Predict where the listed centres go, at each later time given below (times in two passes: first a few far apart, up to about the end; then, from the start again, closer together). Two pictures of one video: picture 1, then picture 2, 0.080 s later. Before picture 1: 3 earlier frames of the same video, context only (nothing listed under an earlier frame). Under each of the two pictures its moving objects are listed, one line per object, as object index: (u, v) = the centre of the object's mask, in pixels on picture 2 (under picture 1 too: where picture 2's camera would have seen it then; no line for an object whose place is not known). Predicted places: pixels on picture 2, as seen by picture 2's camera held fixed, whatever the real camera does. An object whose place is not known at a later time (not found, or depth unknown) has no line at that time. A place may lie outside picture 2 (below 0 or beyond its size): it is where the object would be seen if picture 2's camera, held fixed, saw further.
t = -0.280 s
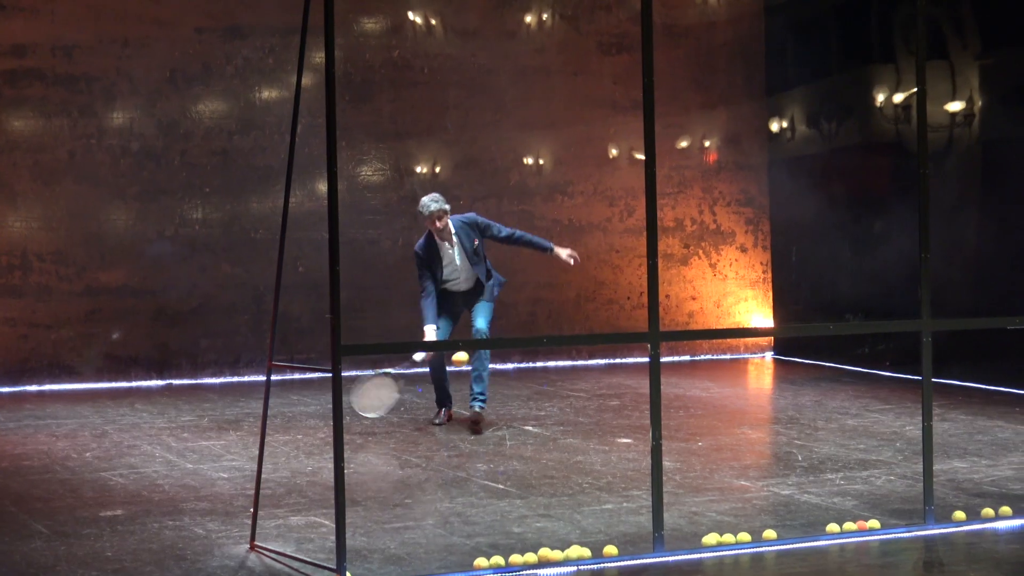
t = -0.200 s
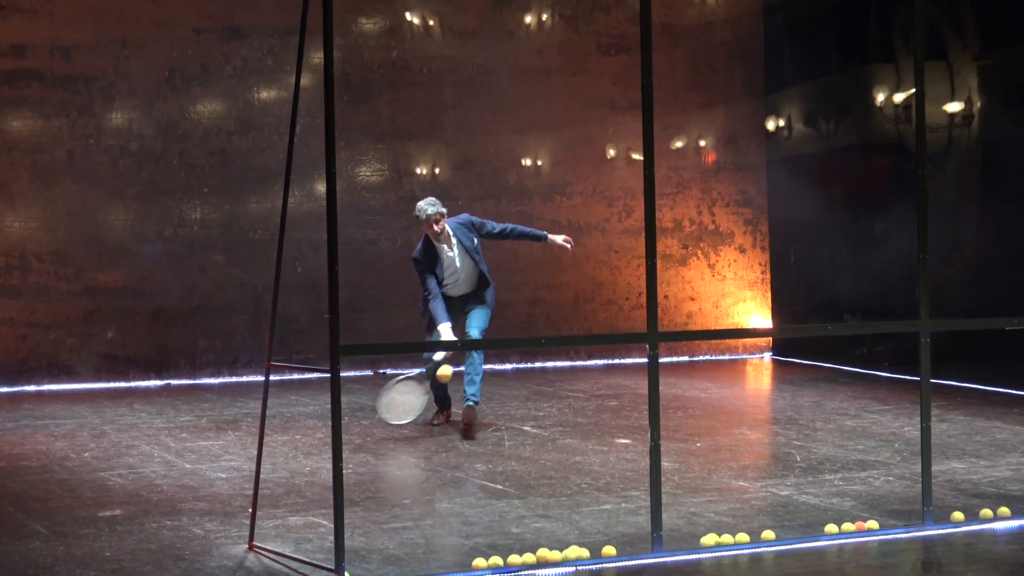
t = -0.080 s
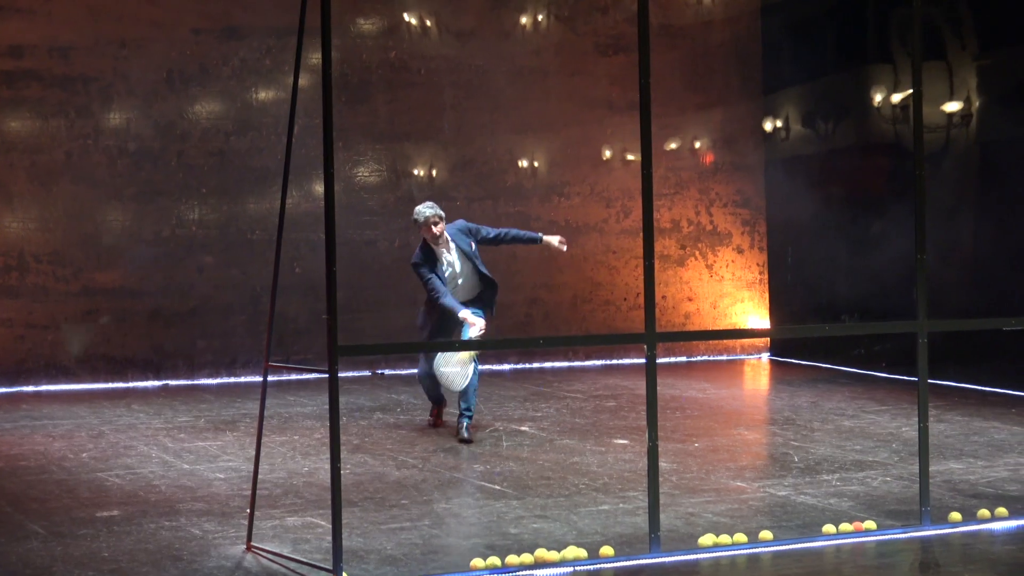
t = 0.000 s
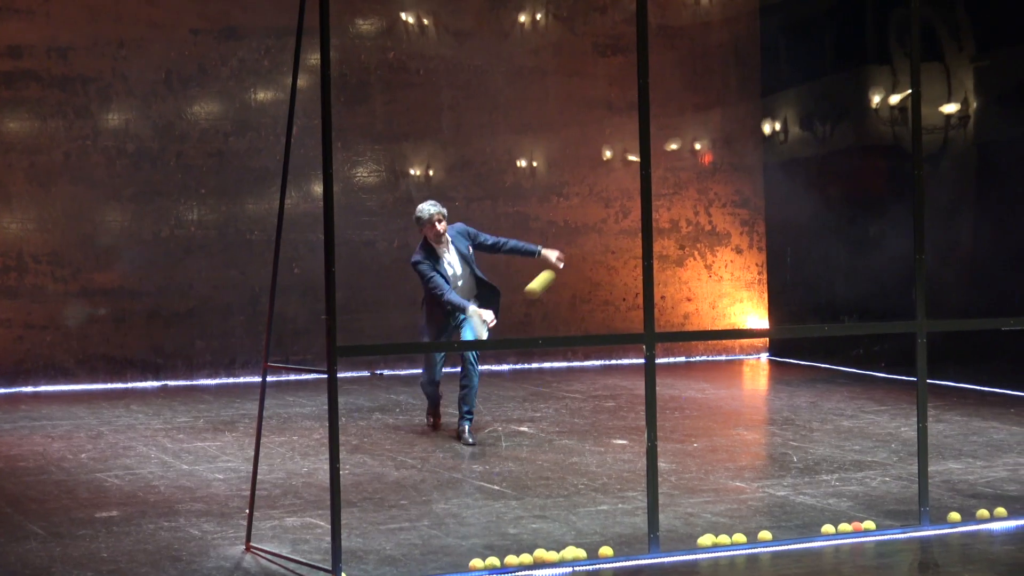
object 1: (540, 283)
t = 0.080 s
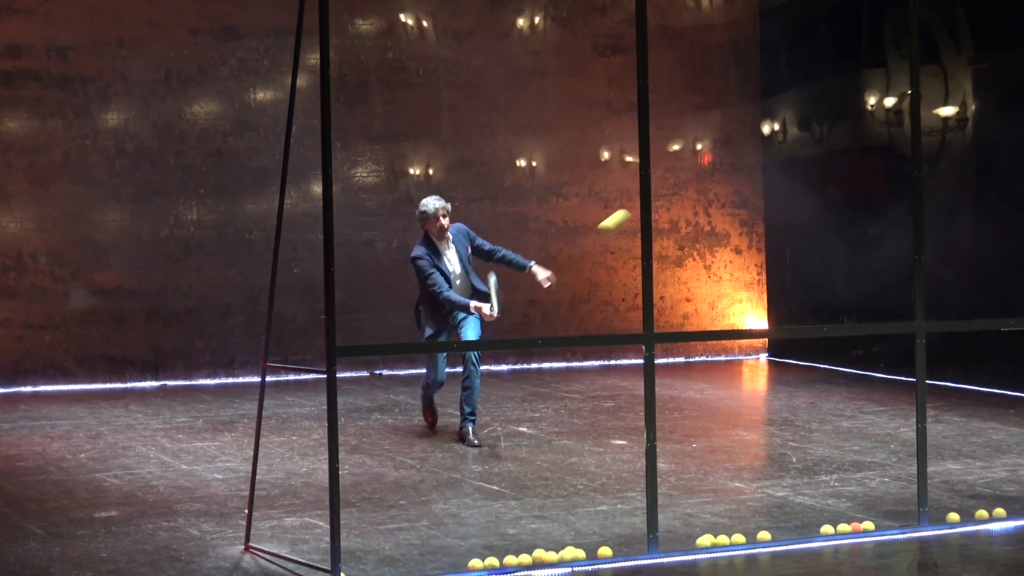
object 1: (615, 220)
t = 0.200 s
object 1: (738, 143)
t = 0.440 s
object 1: (718, 122)
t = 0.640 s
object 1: (634, 198)
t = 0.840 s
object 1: (574, 324)
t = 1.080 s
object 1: (529, 391)
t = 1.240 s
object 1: (515, 330)
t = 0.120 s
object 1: (660, 190)
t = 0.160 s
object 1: (695, 166)
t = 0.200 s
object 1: (738, 143)
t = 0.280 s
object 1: (798, 111)
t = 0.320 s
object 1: (775, 109)
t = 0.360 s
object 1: (755, 110)
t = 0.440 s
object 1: (718, 122)
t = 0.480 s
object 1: (700, 133)
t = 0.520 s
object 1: (683, 145)
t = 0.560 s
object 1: (667, 161)
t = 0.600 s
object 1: (655, 177)
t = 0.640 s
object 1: (634, 198)
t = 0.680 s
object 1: (623, 220)
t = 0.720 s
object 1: (610, 243)
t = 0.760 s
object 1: (597, 269)
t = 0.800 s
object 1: (585, 297)
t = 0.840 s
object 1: (574, 324)
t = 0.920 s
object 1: (554, 385)
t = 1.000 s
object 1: (537, 438)
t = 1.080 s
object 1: (529, 391)
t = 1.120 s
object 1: (525, 371)
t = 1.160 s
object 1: (522, 356)
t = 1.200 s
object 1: (517, 336)
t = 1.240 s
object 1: (515, 330)
